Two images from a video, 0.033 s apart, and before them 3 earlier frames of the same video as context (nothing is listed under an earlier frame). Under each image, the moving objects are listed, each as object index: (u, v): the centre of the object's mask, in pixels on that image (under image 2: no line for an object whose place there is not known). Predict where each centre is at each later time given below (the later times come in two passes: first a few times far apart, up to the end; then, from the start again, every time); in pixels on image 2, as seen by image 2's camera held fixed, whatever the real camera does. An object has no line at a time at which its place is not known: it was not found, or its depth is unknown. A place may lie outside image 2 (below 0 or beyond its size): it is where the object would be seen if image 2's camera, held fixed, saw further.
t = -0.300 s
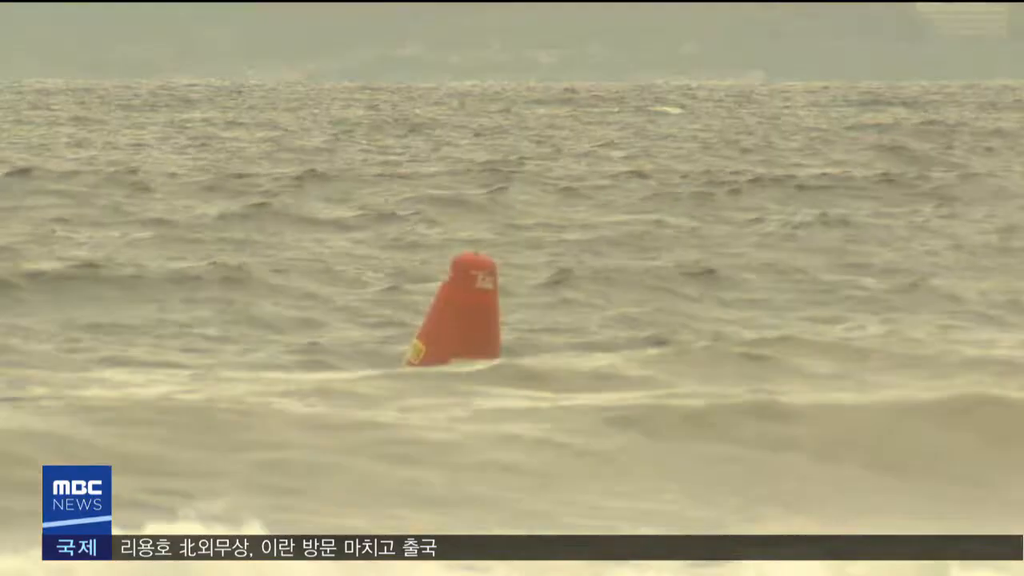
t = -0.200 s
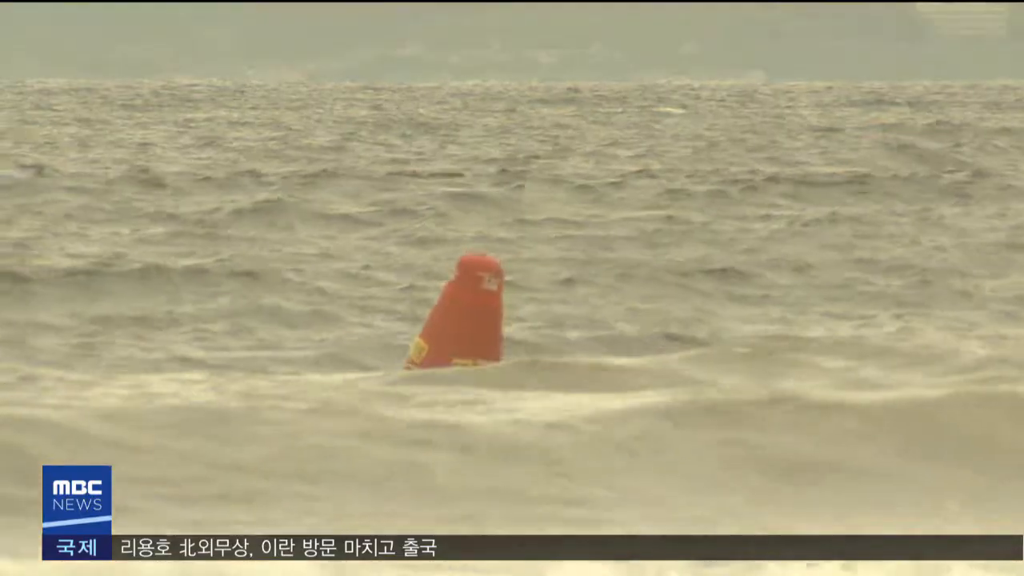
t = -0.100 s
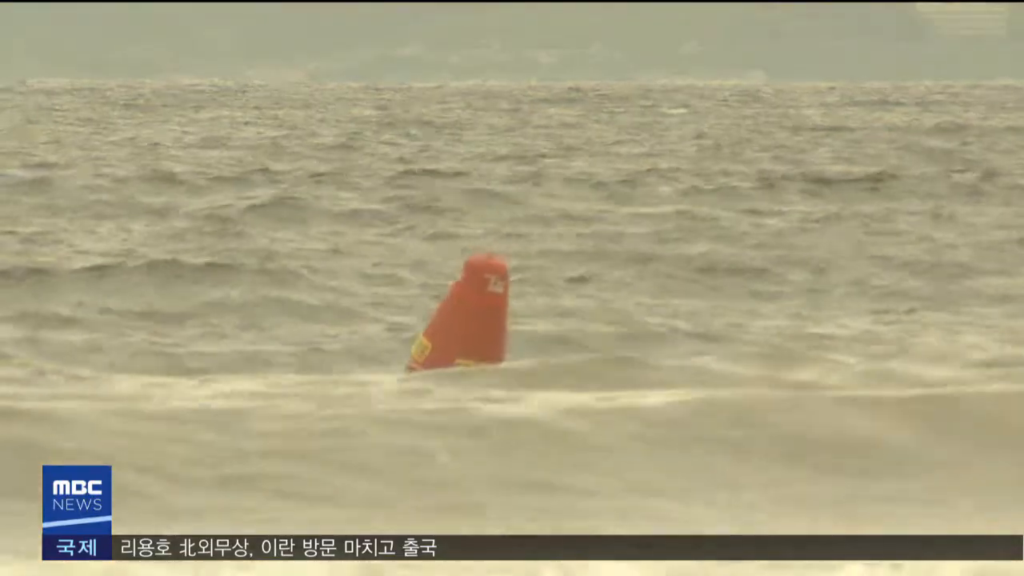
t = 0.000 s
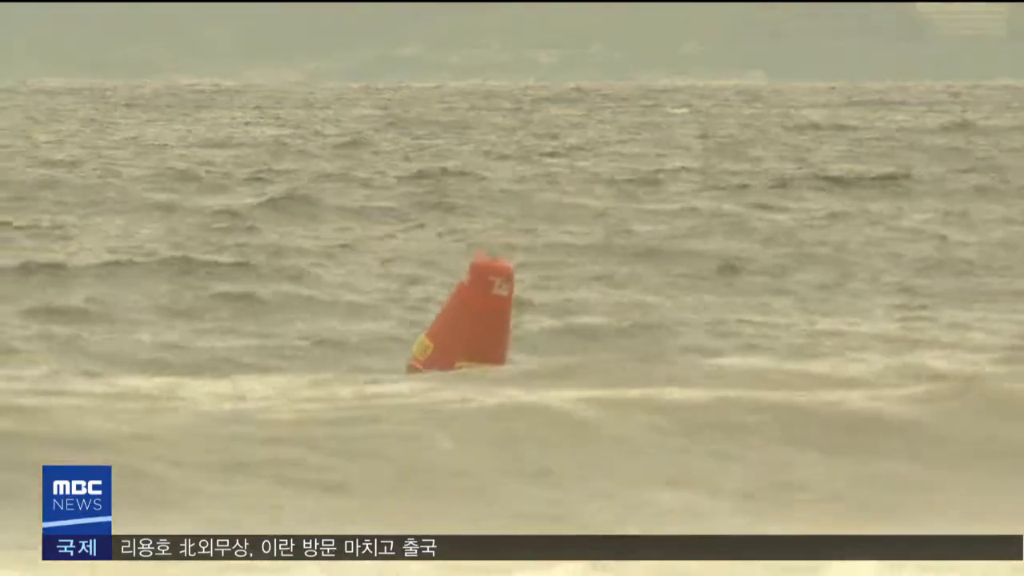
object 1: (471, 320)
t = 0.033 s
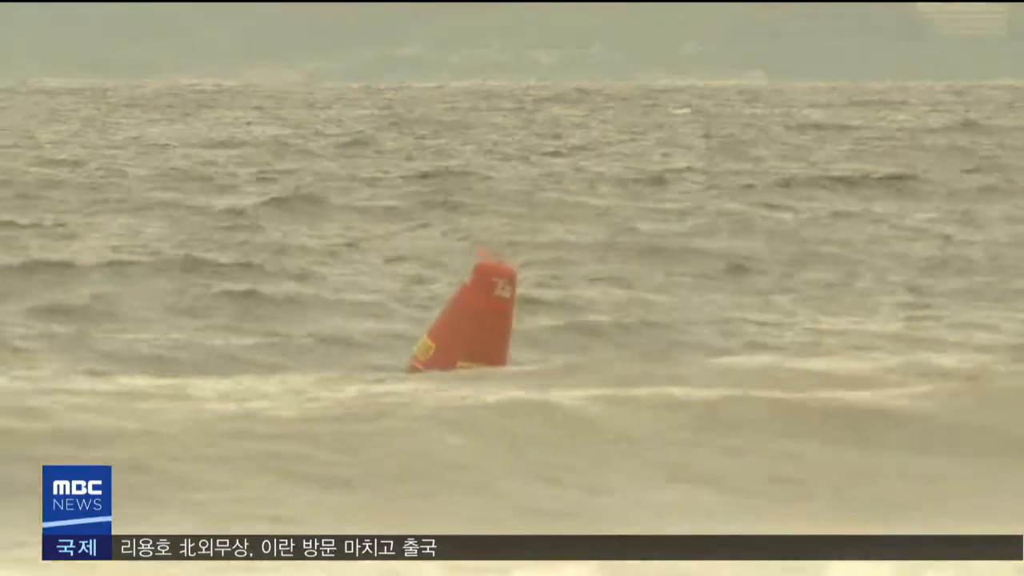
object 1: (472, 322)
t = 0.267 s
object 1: (476, 326)
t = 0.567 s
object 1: (468, 324)
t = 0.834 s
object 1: (453, 313)
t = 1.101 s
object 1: (442, 317)
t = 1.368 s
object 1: (435, 332)
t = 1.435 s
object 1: (438, 335)
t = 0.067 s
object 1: (474, 323)
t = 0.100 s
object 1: (475, 323)
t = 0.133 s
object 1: (476, 323)
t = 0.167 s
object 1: (477, 324)
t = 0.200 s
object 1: (477, 325)
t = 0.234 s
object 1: (477, 326)
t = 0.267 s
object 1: (476, 326)
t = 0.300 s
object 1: (476, 327)
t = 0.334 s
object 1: (476, 327)
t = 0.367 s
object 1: (475, 328)
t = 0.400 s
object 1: (482, 322)
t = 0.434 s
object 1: (482, 323)
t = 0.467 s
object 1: (476, 327)
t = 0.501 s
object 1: (473, 327)
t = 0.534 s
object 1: (470, 326)
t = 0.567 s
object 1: (468, 324)
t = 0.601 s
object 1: (467, 324)
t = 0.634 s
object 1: (465, 323)
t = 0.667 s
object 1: (464, 321)
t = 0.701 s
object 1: (460, 321)
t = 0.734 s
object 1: (458, 319)
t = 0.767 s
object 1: (456, 318)
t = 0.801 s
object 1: (454, 314)
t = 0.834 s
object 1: (453, 313)
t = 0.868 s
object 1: (453, 312)
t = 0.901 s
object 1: (451, 312)
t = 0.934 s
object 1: (448, 311)
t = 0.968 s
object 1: (446, 311)
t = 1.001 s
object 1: (446, 313)
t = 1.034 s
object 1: (447, 315)
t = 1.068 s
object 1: (445, 315)
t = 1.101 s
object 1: (442, 317)
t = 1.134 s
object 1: (442, 321)
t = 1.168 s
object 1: (442, 320)
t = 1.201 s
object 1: (439, 323)
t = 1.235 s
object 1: (439, 325)
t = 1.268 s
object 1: (440, 328)
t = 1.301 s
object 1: (438, 329)
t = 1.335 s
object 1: (433, 331)
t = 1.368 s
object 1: (435, 332)
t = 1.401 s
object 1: (439, 334)
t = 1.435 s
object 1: (438, 335)
